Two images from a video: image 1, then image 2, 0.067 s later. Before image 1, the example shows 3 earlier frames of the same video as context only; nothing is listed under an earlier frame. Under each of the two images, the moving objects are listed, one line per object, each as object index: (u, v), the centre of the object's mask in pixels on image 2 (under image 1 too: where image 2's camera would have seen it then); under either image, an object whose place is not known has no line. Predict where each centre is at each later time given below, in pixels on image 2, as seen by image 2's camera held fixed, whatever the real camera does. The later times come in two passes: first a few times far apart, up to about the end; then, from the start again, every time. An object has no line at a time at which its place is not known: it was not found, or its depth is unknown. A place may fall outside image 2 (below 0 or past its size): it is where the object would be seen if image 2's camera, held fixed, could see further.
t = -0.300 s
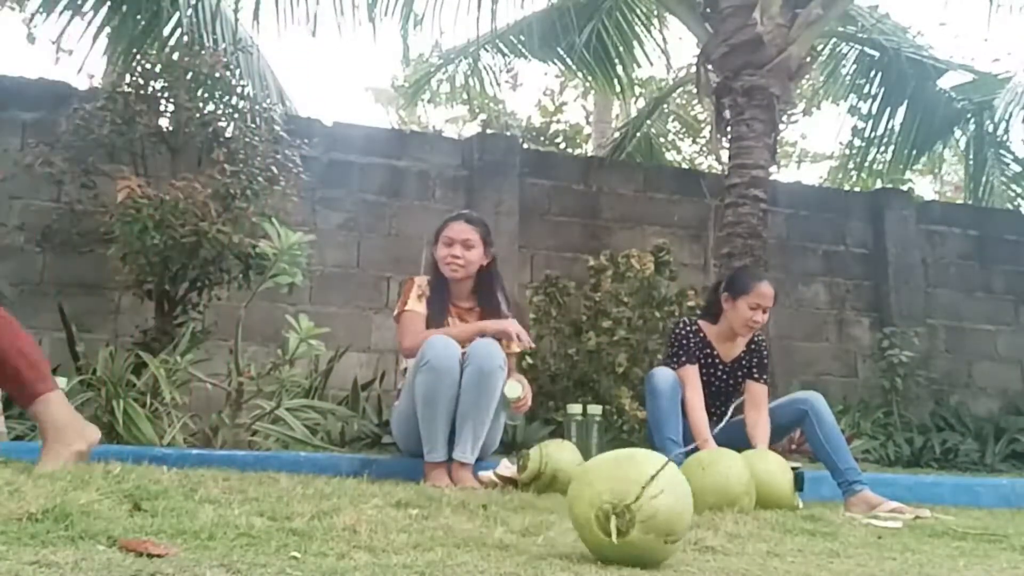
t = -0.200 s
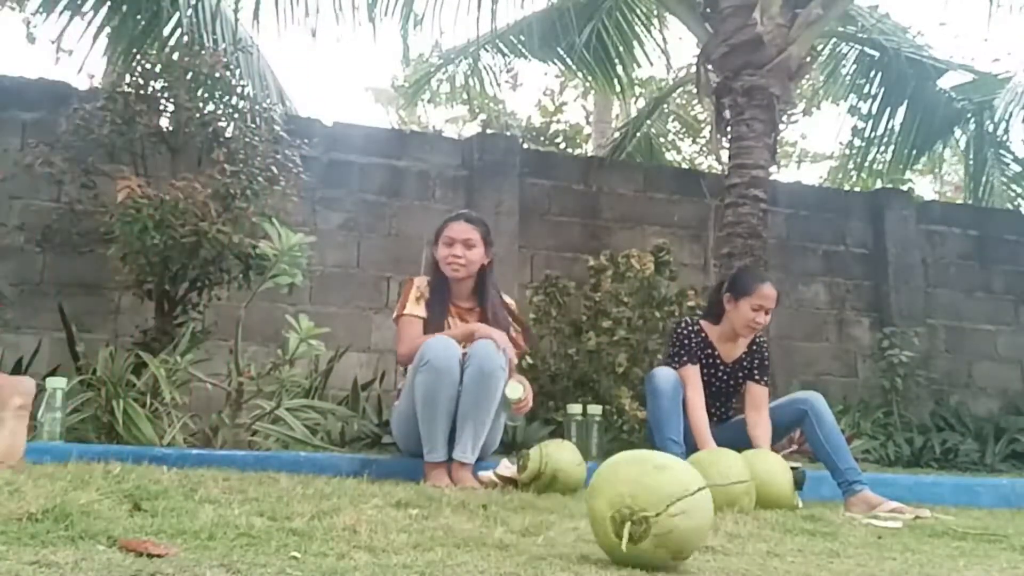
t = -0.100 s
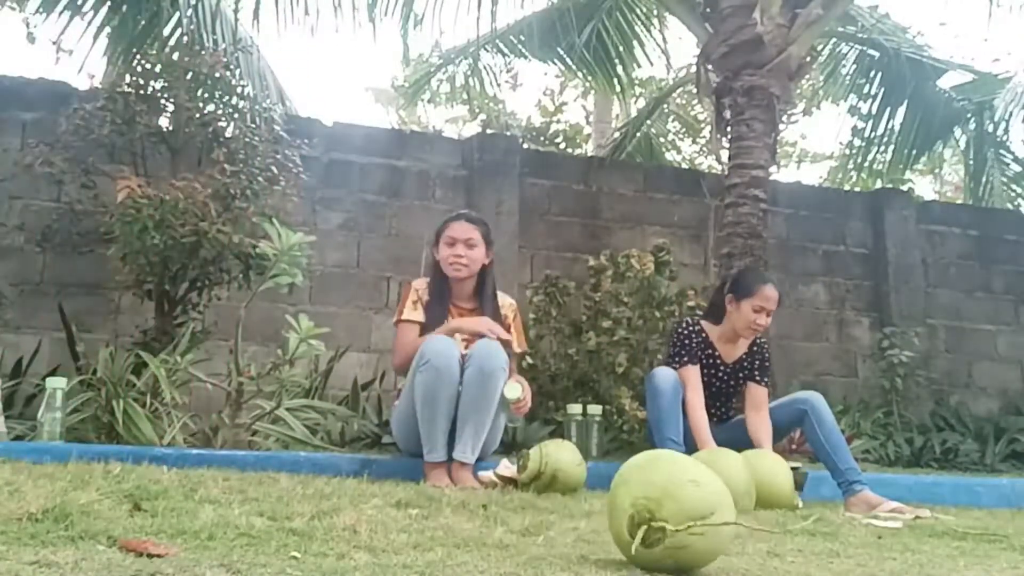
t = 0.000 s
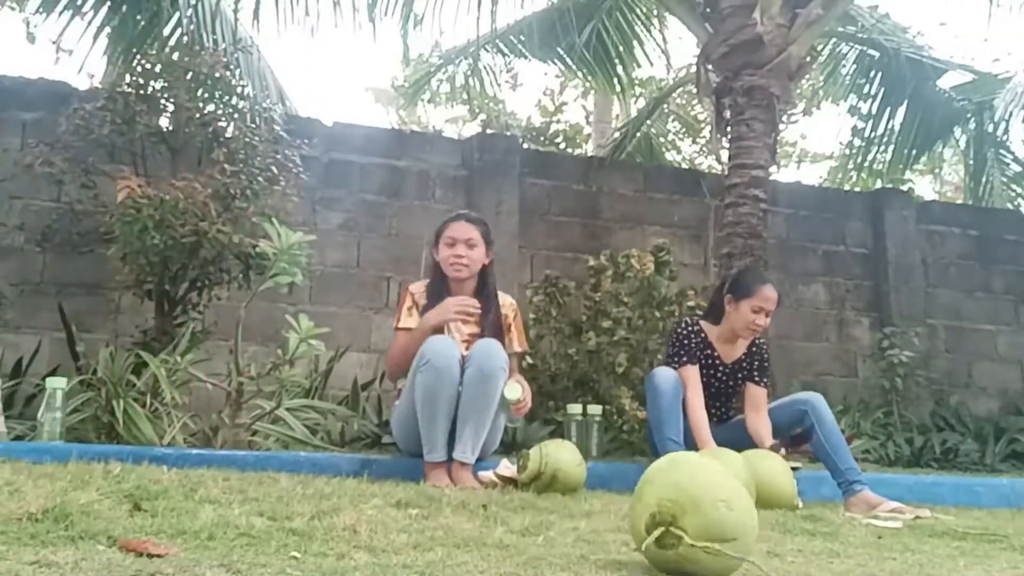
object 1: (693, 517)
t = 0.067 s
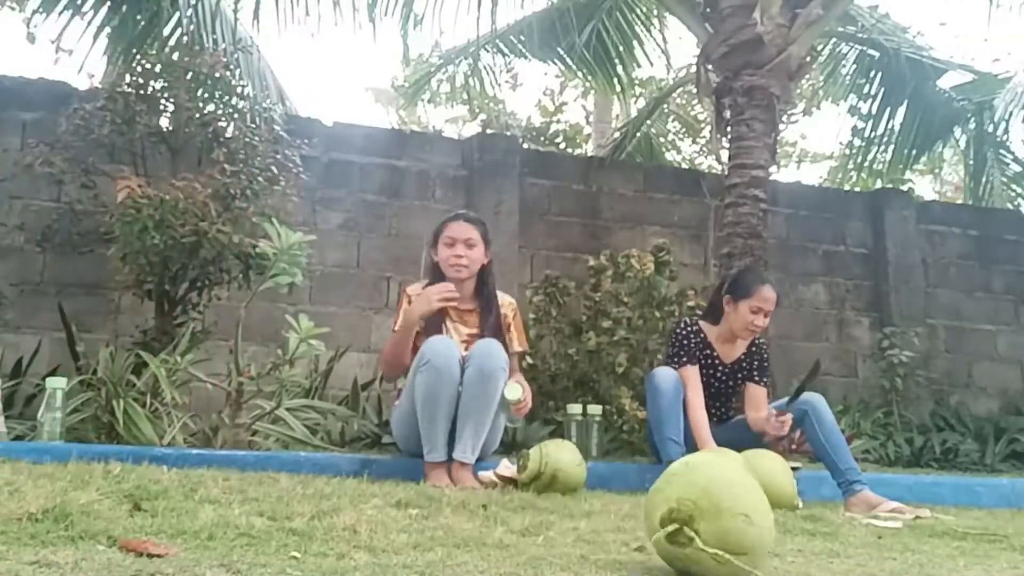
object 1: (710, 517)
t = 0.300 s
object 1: (767, 520)
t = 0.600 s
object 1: (853, 522)
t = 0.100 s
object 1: (717, 516)
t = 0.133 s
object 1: (725, 516)
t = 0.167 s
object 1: (732, 516)
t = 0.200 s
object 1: (740, 513)
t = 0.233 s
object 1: (749, 518)
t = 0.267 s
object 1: (758, 519)
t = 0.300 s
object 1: (767, 520)
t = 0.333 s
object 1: (776, 521)
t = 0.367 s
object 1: (784, 522)
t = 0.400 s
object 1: (794, 522)
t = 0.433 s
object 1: (805, 523)
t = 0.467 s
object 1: (815, 523)
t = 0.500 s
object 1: (824, 522)
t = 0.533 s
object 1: (833, 522)
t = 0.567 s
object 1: (842, 521)
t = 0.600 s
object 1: (853, 522)
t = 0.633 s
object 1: (860, 522)
